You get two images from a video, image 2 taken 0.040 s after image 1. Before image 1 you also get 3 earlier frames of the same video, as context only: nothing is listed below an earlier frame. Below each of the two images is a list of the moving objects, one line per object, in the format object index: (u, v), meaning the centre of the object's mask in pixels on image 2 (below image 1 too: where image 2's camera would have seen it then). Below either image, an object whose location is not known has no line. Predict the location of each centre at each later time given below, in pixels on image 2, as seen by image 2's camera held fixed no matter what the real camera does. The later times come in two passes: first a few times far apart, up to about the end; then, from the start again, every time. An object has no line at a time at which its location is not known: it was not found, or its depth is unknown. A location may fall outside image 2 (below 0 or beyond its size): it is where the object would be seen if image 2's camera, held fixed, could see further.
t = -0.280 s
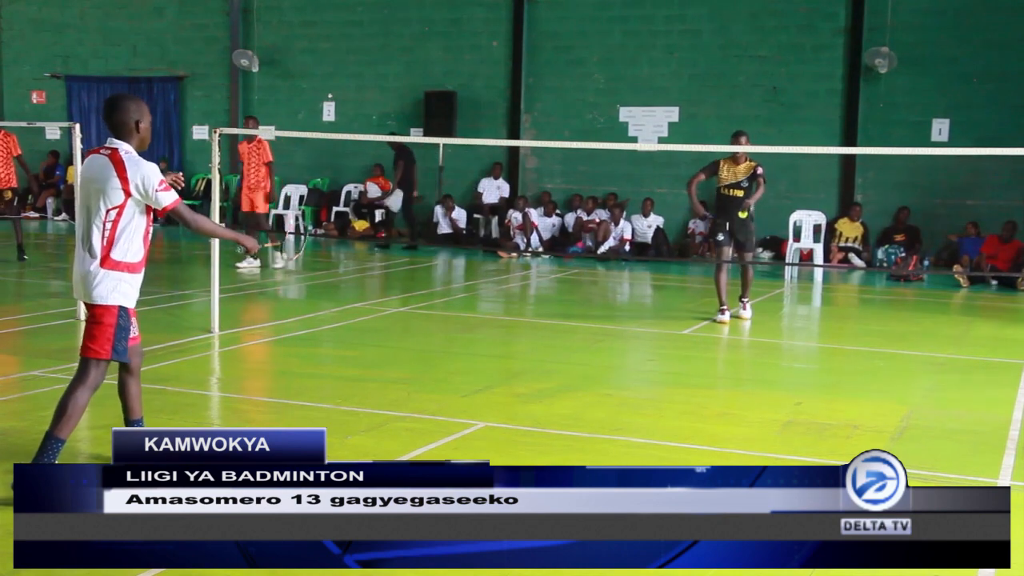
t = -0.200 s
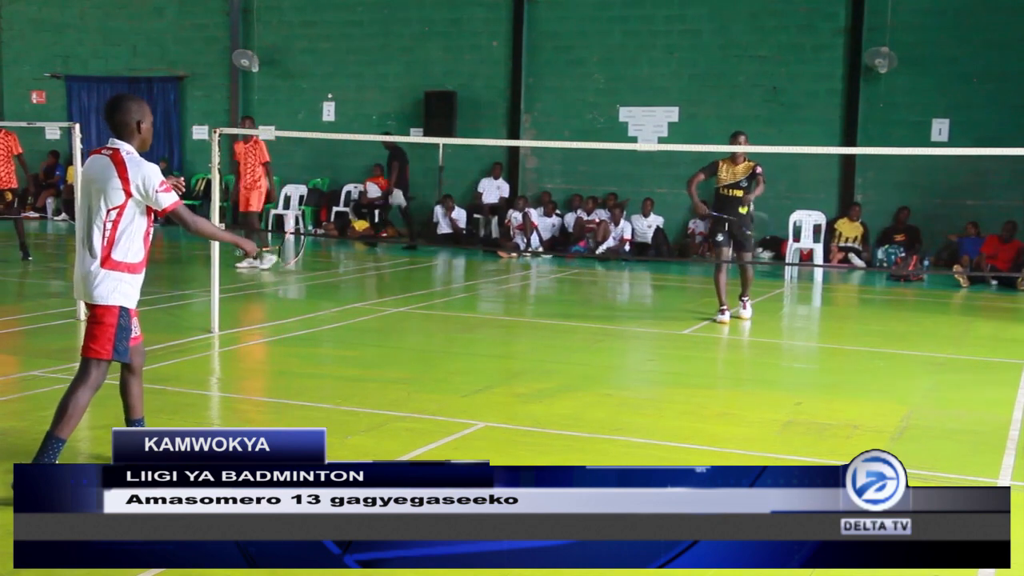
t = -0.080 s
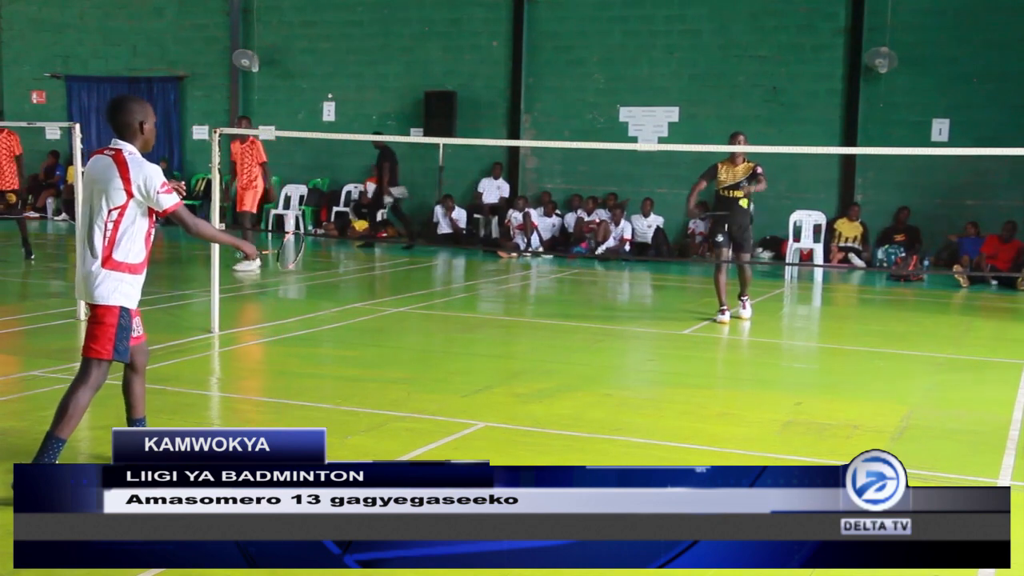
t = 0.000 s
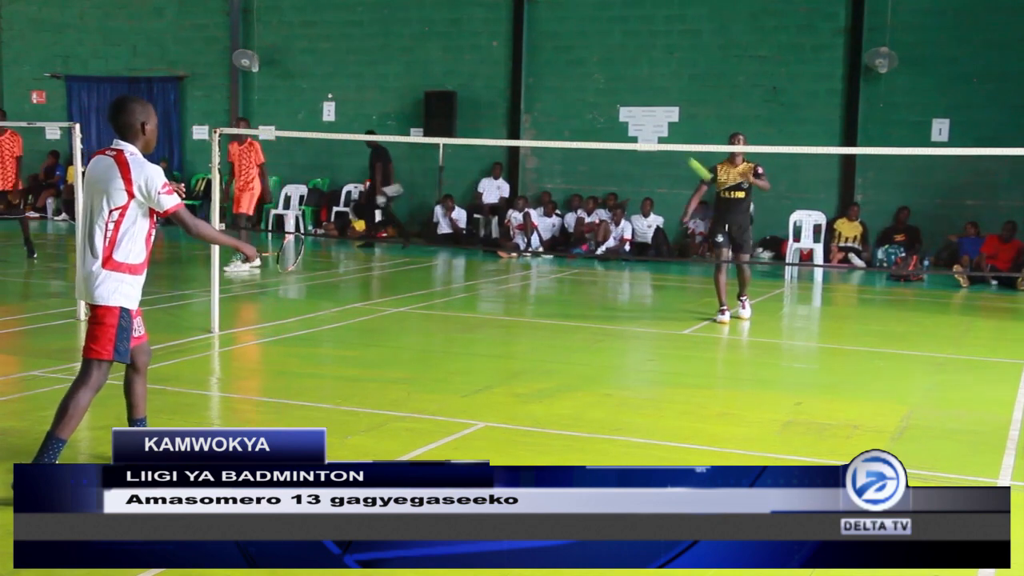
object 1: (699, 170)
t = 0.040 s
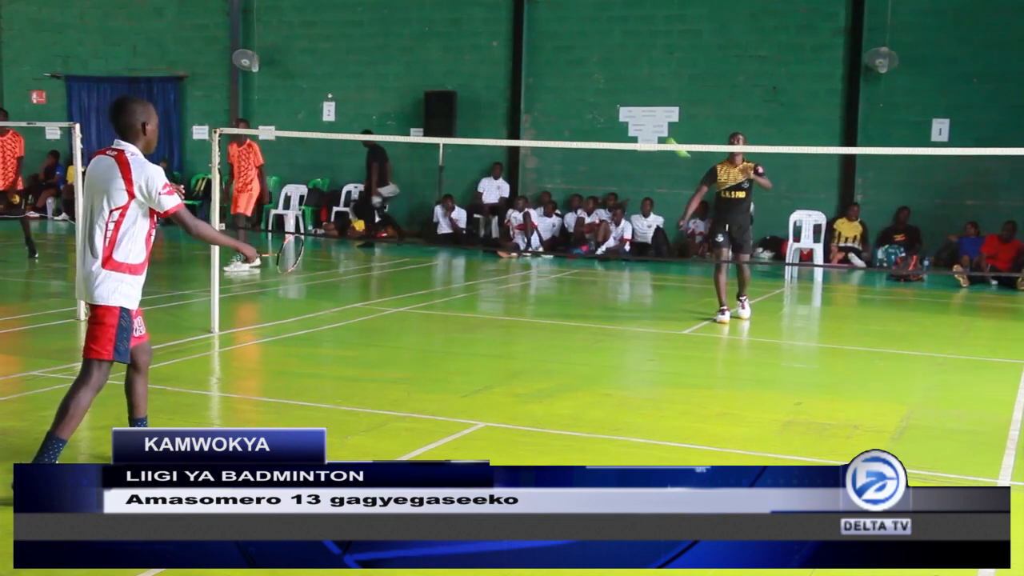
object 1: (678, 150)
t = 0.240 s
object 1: (572, 84)
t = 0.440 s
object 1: (472, 80)
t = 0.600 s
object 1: (391, 118)
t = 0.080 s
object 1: (661, 134)
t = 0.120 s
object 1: (638, 119)
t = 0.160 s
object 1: (614, 105)
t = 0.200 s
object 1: (594, 94)
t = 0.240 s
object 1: (572, 84)
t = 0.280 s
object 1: (552, 77)
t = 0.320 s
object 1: (532, 76)
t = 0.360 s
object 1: (512, 76)
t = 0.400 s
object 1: (492, 77)
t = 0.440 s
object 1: (472, 80)
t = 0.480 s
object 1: (451, 86)
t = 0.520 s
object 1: (431, 94)
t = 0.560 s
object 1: (411, 104)
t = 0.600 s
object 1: (391, 118)
